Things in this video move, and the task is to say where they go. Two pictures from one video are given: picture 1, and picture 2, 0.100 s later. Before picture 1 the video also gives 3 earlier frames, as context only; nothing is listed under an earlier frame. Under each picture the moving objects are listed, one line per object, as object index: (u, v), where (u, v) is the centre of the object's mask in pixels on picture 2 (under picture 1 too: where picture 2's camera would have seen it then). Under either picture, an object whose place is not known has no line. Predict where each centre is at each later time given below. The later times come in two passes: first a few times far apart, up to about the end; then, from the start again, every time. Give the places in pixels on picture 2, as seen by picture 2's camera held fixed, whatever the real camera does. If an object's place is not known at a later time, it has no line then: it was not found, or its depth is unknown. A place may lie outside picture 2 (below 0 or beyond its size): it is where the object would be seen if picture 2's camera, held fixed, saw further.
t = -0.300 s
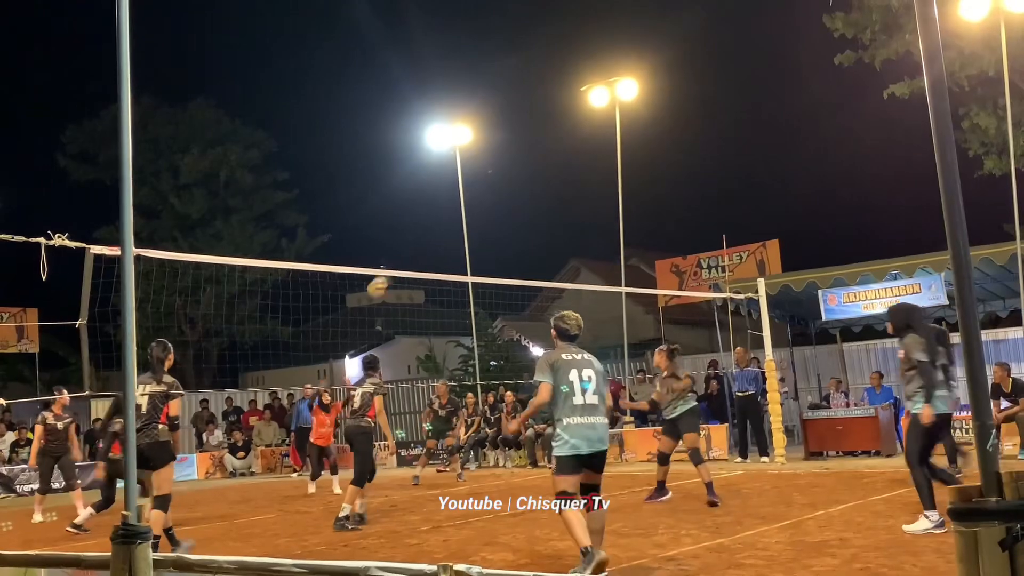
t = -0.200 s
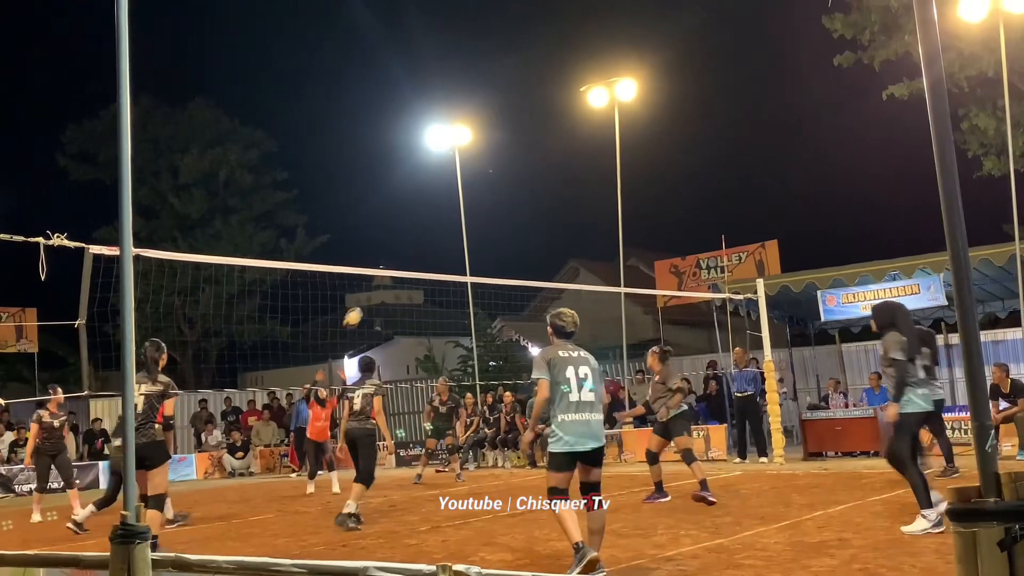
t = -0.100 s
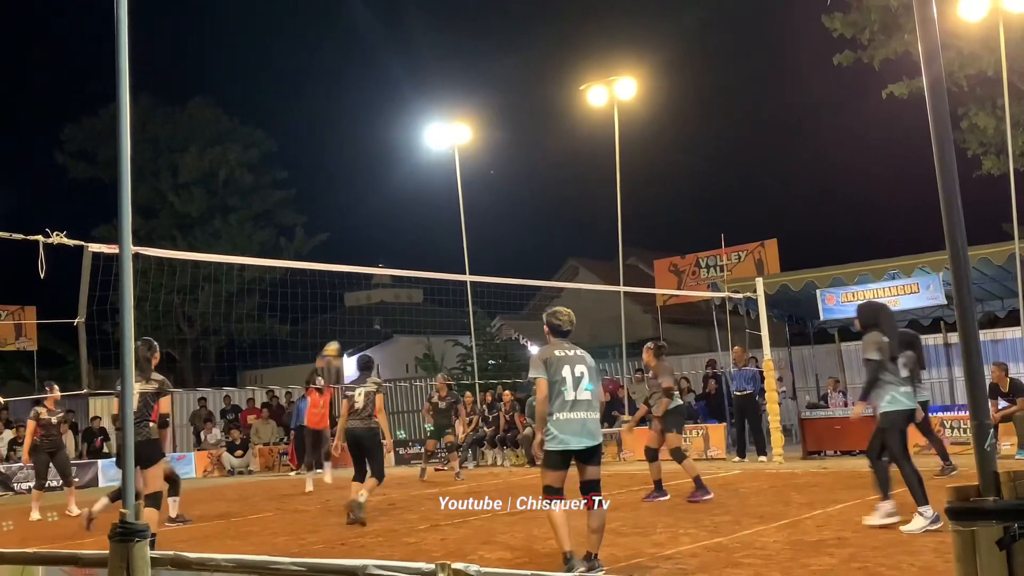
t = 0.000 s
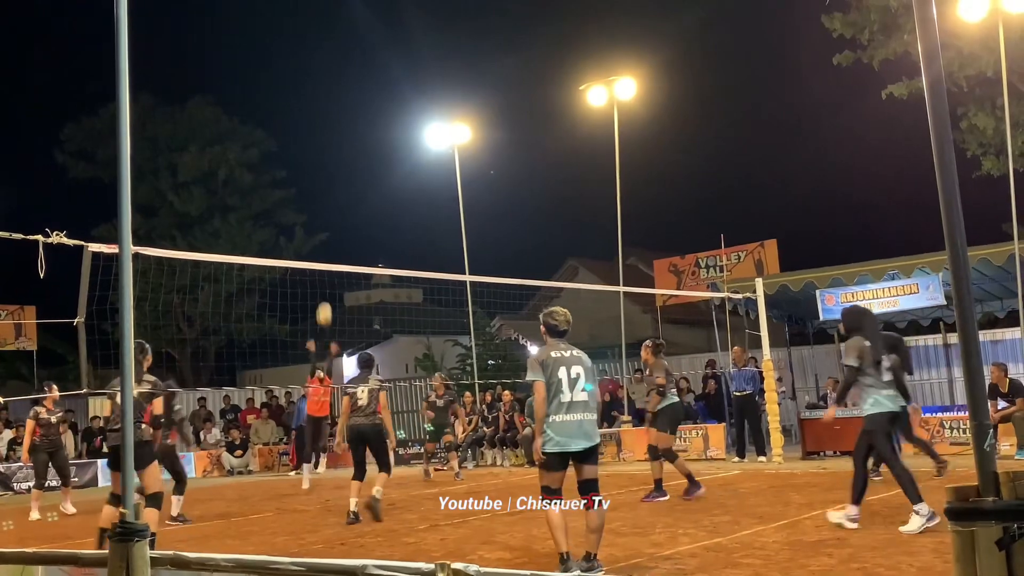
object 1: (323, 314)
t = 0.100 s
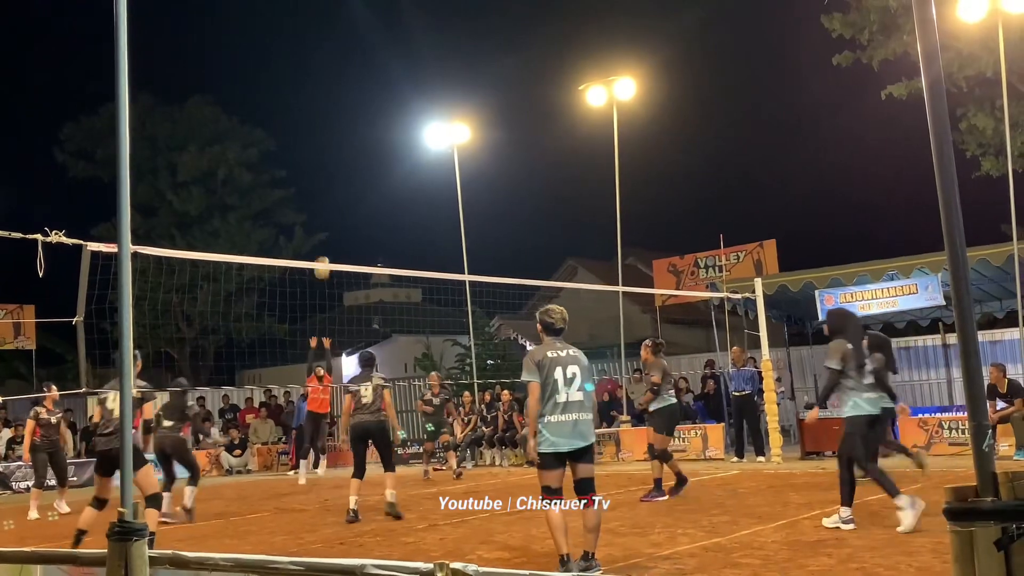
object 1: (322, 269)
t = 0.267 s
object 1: (321, 206)
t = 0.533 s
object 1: (322, 147)
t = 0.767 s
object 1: (325, 134)
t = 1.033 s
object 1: (331, 169)
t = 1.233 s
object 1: (336, 232)
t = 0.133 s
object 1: (321, 253)
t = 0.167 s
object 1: (321, 241)
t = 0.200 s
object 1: (321, 228)
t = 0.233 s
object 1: (321, 217)
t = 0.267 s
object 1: (321, 206)
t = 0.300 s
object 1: (321, 196)
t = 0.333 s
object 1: (321, 187)
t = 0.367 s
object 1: (321, 178)
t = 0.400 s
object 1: (321, 170)
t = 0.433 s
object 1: (322, 163)
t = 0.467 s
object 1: (322, 157)
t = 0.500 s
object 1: (322, 151)
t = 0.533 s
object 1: (322, 147)
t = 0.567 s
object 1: (323, 142)
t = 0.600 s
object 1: (323, 139)
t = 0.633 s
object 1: (324, 137)
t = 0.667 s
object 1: (324, 135)
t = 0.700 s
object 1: (324, 134)
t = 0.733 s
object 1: (325, 134)
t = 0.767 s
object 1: (325, 134)
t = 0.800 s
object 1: (326, 136)
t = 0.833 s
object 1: (327, 138)
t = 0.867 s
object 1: (327, 141)
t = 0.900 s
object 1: (328, 145)
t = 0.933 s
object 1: (329, 150)
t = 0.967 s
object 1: (329, 156)
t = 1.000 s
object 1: (330, 162)
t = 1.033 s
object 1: (331, 169)
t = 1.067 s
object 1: (332, 177)
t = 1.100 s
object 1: (333, 187)
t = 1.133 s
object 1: (333, 196)
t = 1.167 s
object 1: (334, 207)
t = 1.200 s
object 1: (335, 219)
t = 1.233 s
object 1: (336, 232)
